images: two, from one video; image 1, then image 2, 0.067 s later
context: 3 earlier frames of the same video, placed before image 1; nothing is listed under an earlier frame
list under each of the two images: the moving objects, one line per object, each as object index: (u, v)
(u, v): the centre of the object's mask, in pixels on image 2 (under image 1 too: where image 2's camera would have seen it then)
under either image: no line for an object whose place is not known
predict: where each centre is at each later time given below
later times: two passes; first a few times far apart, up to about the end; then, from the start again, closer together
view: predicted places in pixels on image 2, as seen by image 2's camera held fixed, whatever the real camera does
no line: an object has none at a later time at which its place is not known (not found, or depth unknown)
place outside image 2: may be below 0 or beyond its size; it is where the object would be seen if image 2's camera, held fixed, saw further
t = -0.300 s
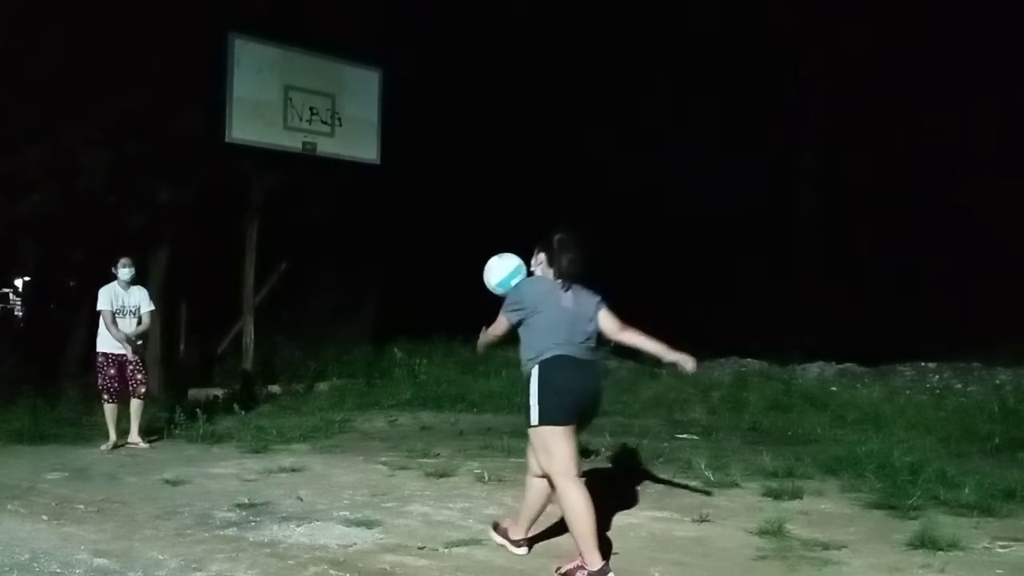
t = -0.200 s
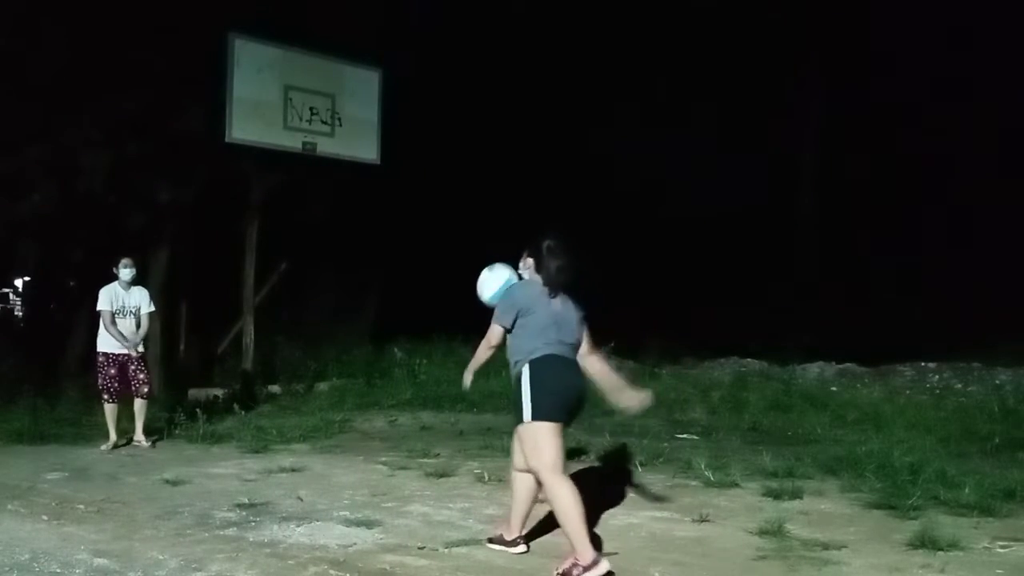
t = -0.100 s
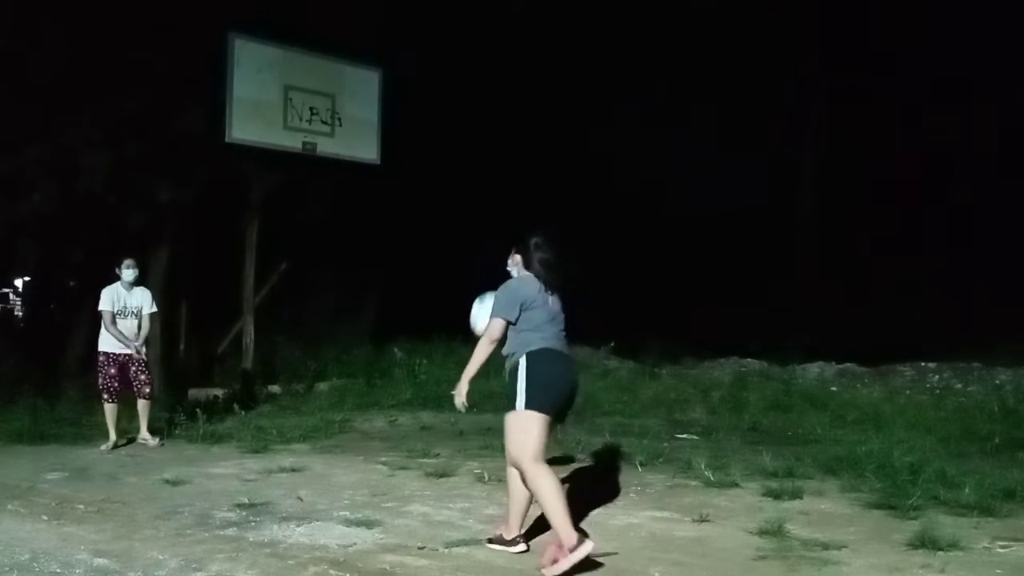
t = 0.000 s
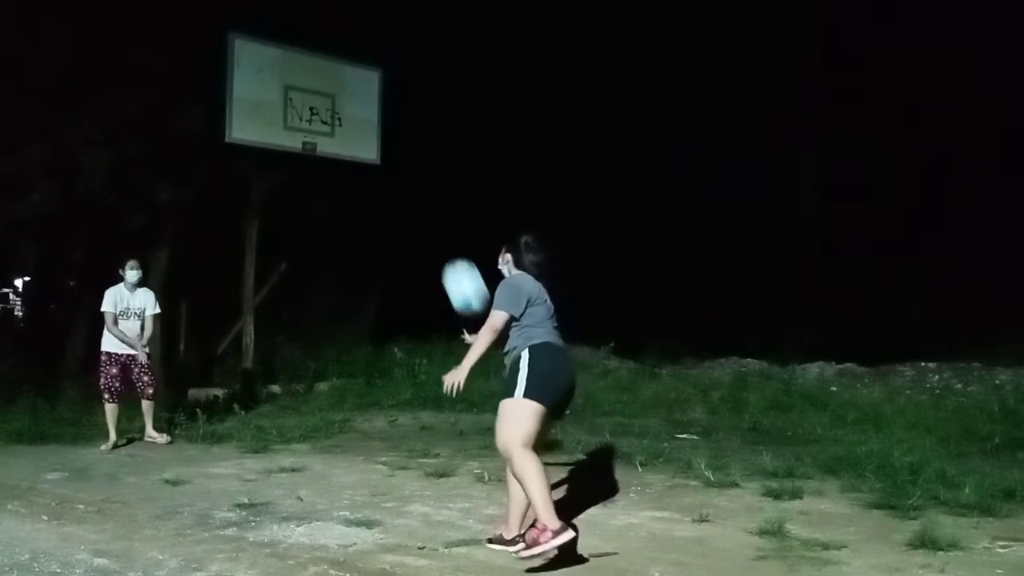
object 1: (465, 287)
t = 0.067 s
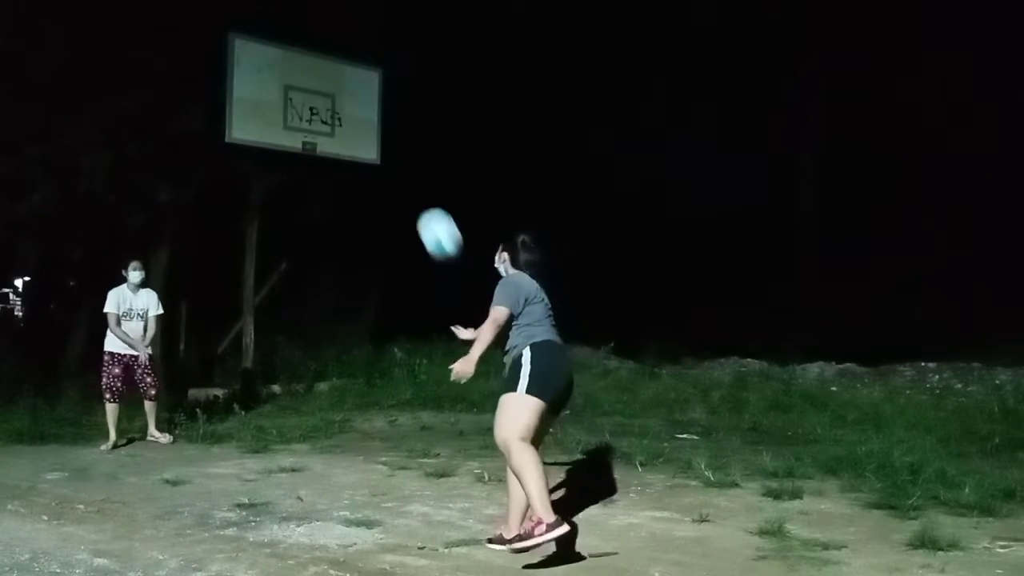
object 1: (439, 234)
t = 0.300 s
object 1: (358, 126)
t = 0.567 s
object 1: (286, 125)
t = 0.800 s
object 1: (233, 202)
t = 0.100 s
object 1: (427, 212)
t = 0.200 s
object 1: (391, 158)
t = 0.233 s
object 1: (380, 146)
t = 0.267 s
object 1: (369, 134)
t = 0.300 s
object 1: (358, 126)
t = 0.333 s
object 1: (348, 119)
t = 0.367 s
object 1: (338, 115)
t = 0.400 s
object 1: (329, 112)
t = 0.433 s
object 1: (320, 112)
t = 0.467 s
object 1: (311, 112)
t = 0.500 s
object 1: (302, 115)
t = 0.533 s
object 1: (294, 119)
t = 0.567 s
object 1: (286, 125)
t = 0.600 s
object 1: (278, 131)
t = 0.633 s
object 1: (270, 140)
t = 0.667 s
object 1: (262, 150)
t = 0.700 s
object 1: (255, 161)
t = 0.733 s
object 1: (247, 173)
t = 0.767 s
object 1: (240, 187)
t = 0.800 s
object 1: (233, 202)
